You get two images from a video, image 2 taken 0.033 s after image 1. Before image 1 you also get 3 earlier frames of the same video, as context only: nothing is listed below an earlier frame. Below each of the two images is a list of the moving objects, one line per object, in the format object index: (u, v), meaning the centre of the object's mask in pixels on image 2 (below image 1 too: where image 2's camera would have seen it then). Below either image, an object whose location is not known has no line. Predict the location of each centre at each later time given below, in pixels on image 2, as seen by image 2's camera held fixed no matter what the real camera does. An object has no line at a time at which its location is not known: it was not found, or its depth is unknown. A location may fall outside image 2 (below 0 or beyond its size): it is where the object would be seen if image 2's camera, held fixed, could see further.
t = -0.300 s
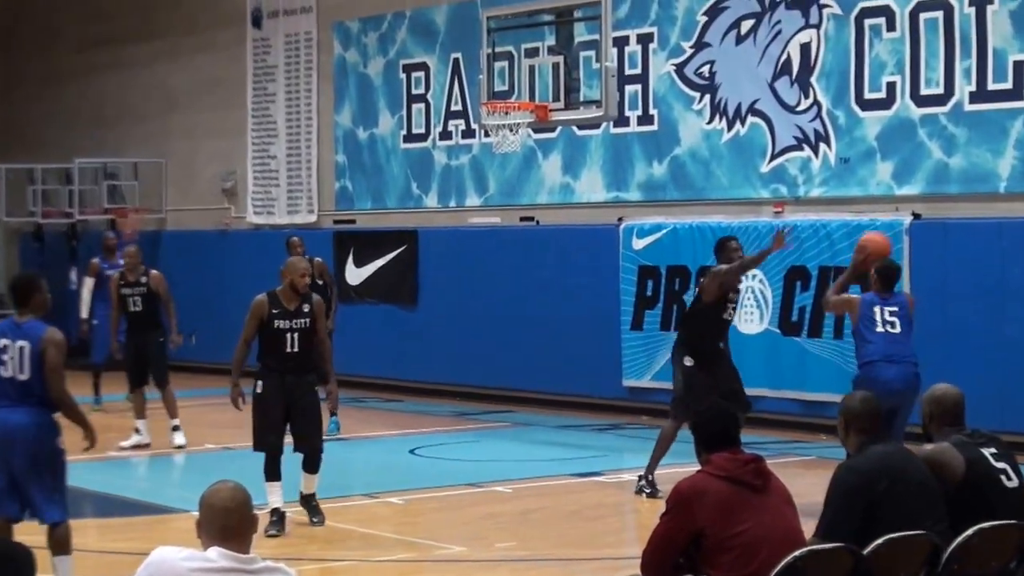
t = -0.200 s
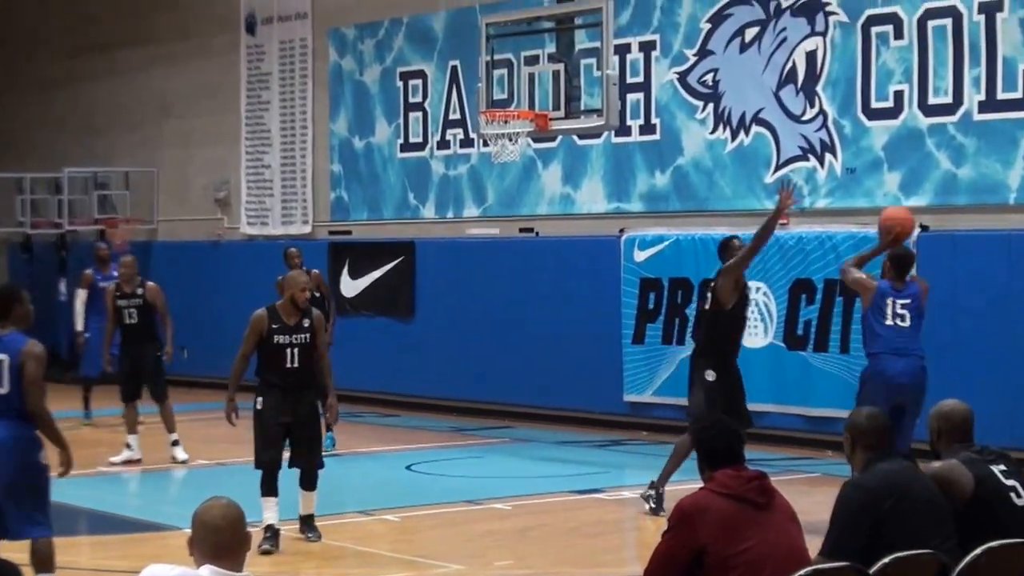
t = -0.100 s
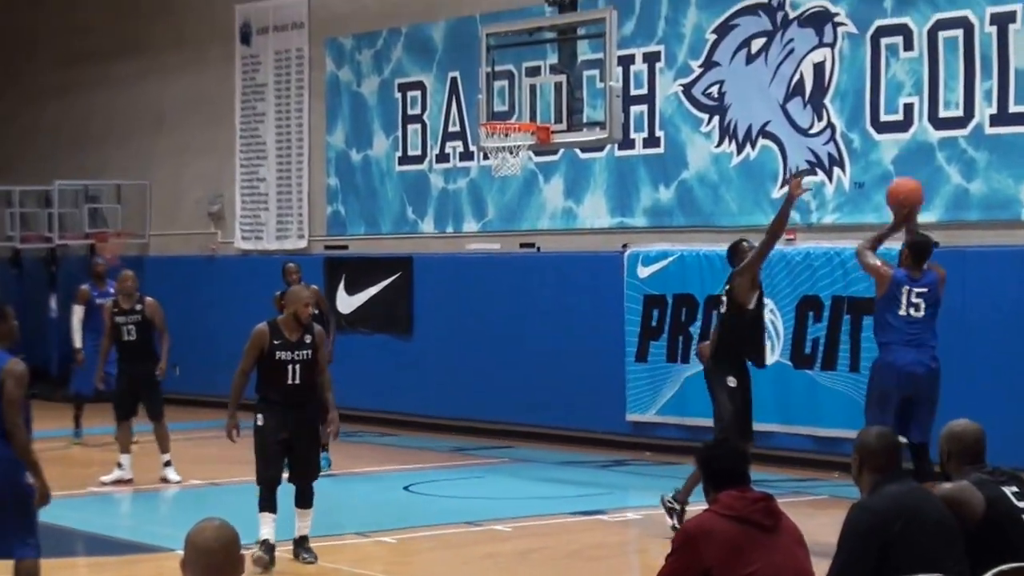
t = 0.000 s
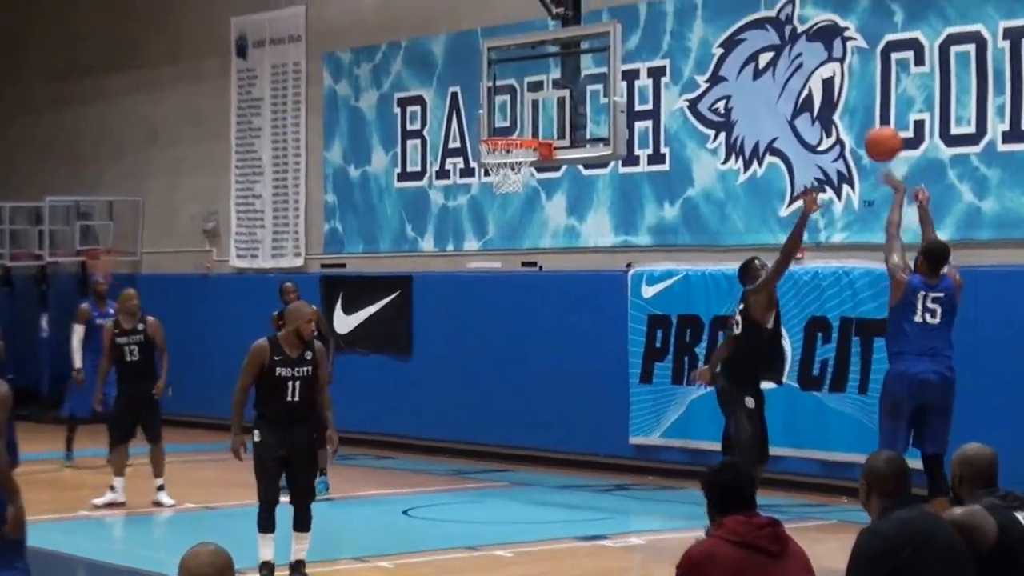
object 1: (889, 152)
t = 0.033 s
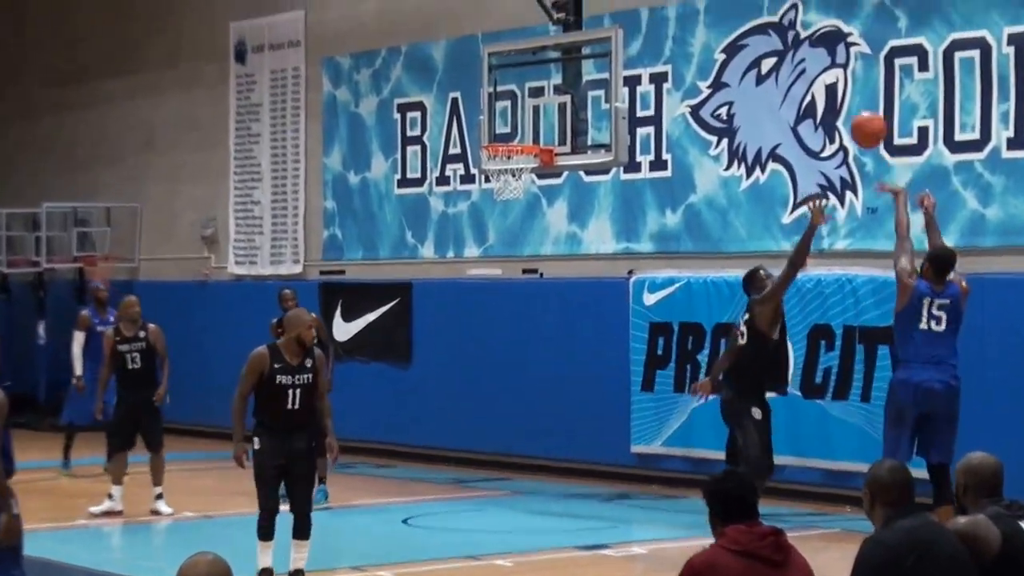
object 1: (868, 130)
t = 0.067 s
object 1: (849, 109)
